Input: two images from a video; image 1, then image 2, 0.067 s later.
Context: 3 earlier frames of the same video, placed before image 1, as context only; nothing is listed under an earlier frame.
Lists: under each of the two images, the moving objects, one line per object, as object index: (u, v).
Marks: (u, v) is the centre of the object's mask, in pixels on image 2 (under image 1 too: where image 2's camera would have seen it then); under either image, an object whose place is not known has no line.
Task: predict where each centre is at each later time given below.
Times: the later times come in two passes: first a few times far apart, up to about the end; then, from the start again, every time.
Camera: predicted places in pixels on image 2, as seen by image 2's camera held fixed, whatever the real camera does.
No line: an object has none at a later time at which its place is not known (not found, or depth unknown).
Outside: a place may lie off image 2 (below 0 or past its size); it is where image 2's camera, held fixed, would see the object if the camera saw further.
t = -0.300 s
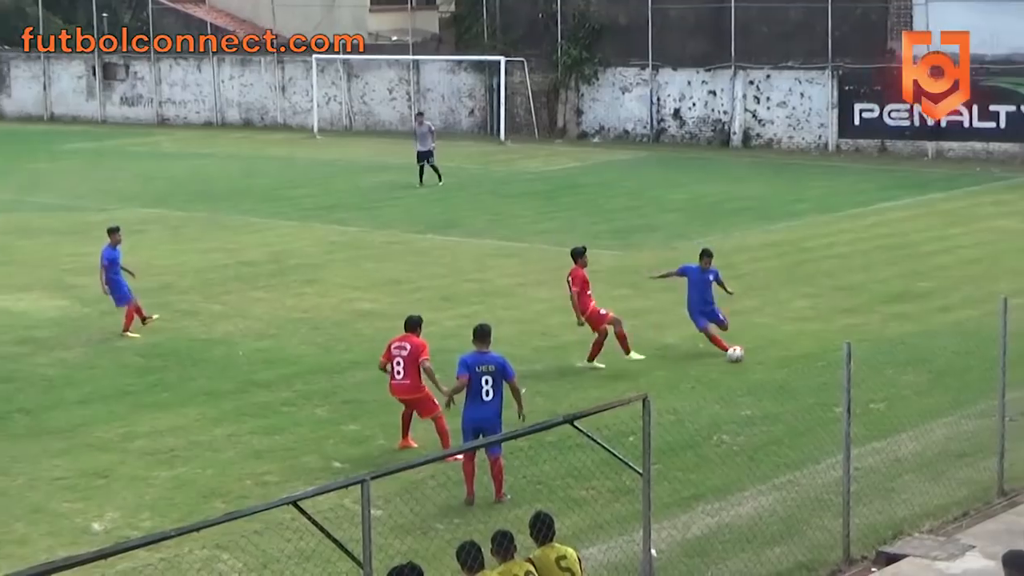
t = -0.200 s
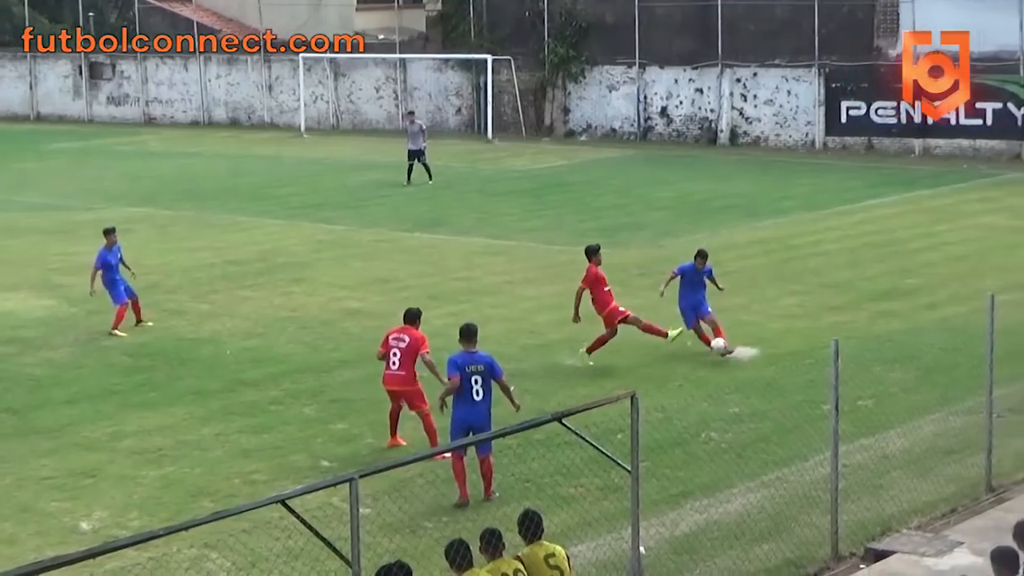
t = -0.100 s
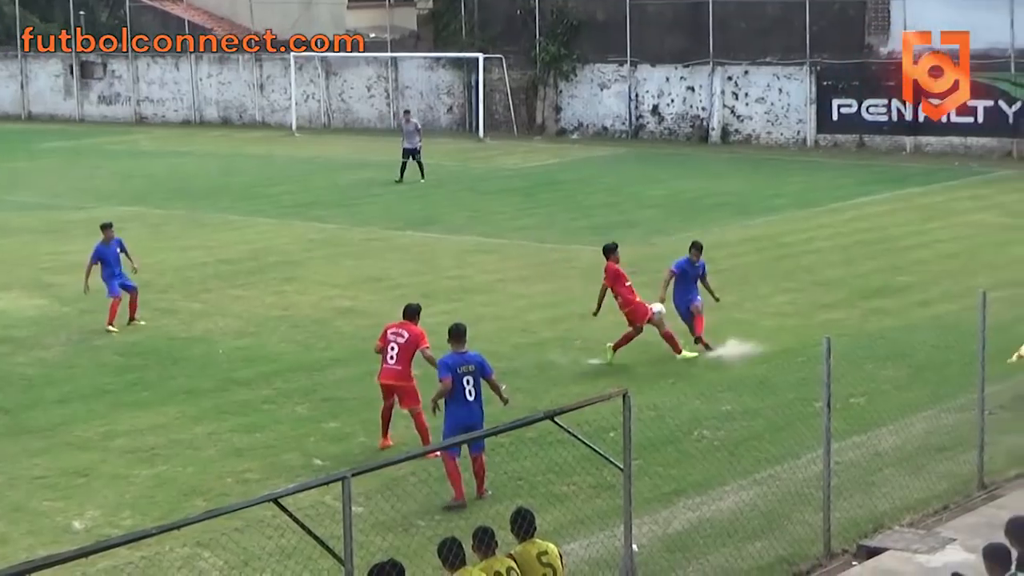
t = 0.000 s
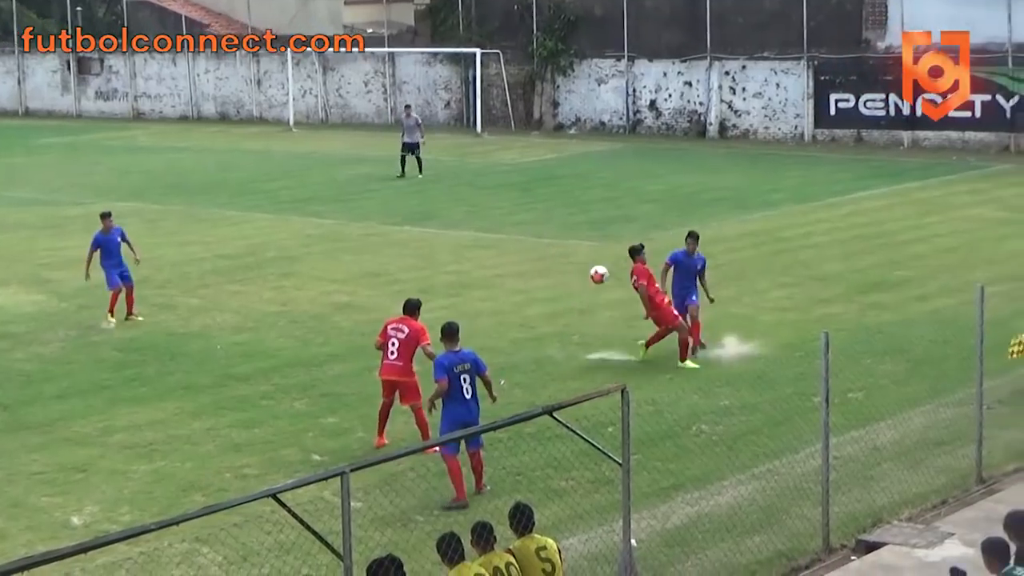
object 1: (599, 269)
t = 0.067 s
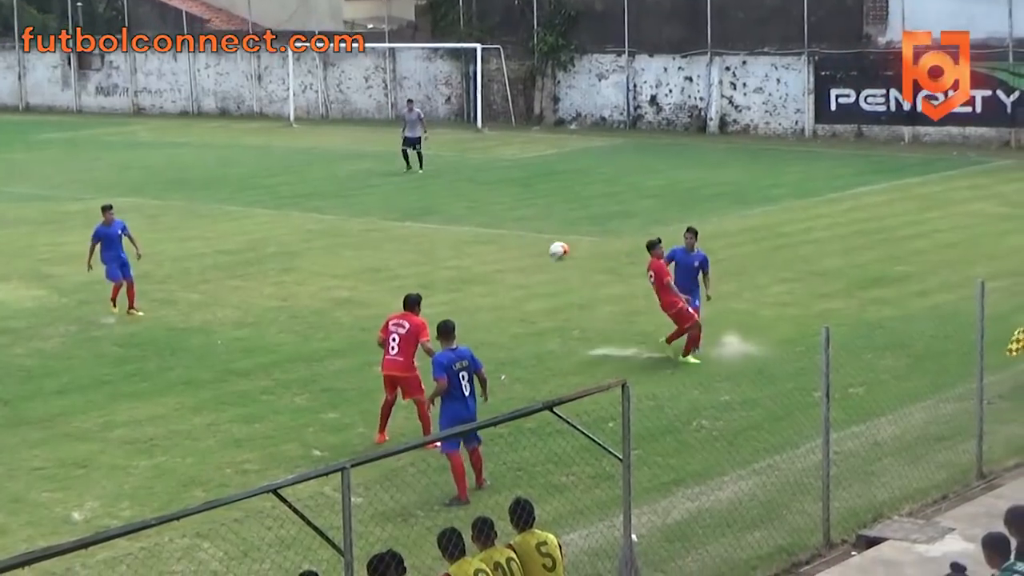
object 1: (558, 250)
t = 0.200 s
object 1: (467, 222)
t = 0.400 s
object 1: (304, 206)
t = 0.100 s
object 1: (537, 242)
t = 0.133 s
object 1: (514, 235)
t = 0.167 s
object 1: (491, 228)
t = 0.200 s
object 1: (467, 222)
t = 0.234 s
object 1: (443, 217)
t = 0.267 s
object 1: (416, 213)
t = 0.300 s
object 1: (390, 209)
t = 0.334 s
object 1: (362, 207)
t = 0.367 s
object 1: (333, 206)
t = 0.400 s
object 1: (304, 206)
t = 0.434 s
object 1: (272, 208)
